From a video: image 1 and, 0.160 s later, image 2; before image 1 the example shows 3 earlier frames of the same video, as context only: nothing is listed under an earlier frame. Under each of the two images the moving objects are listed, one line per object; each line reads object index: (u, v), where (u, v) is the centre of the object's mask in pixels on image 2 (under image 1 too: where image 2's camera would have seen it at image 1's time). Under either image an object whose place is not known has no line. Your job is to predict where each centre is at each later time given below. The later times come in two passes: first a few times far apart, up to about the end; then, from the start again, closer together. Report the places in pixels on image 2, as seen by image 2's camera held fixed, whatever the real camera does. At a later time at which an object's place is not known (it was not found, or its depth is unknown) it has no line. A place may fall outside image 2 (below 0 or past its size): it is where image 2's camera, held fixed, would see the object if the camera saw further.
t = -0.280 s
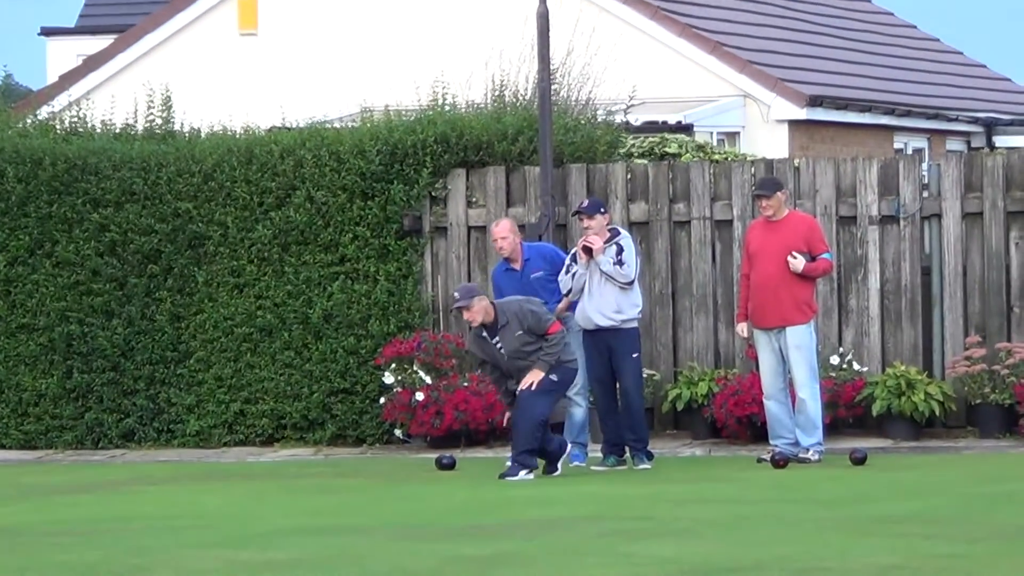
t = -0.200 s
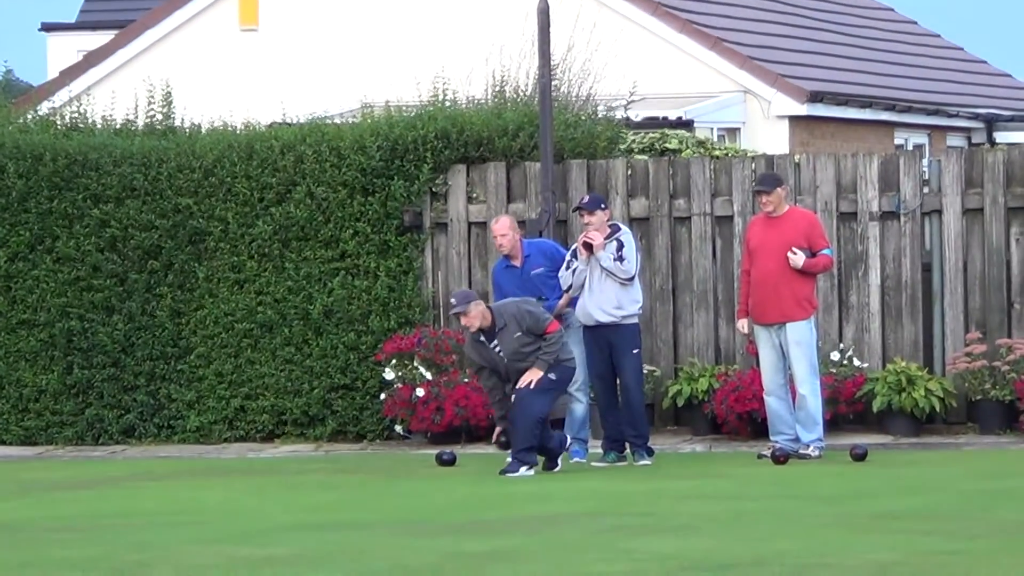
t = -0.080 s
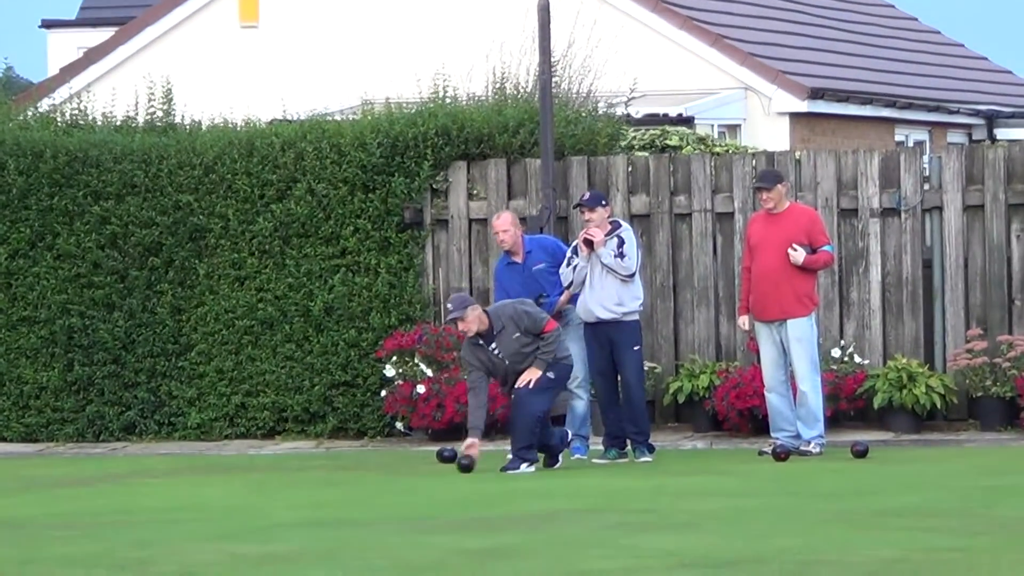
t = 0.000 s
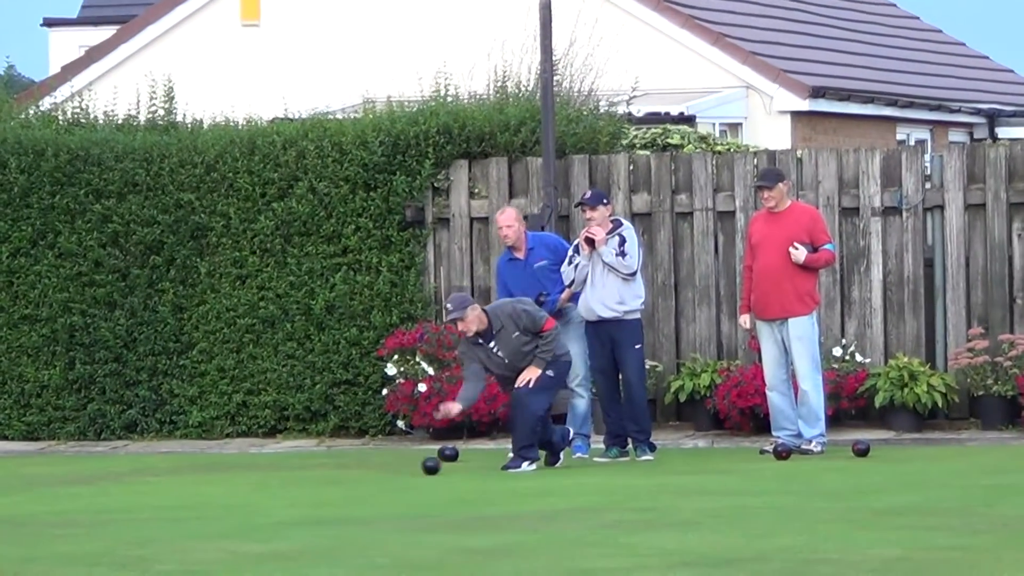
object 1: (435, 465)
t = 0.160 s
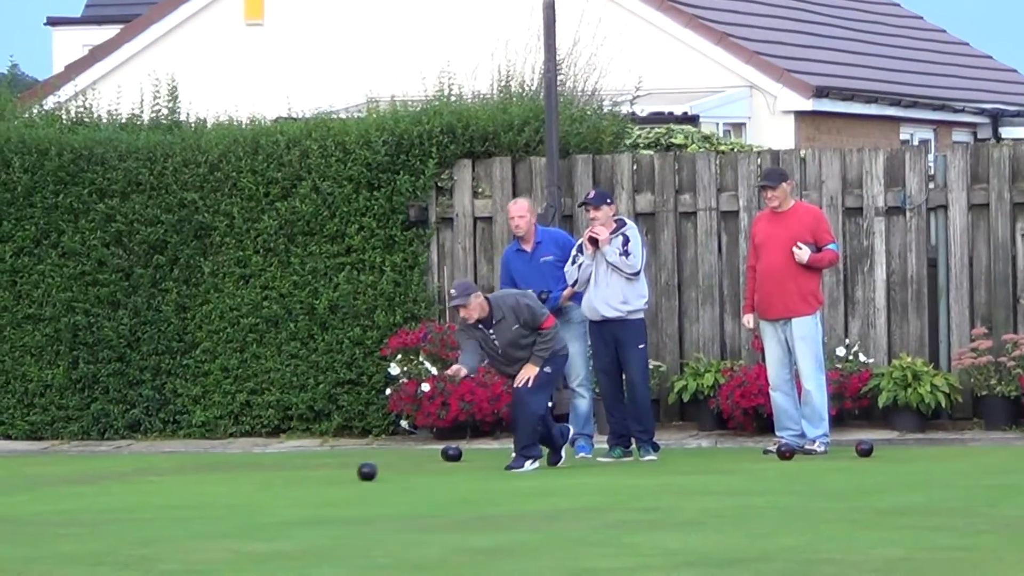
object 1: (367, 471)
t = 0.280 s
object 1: (320, 474)
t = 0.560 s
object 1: (209, 484)
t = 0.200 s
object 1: (351, 472)
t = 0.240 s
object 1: (336, 474)
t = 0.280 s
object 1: (320, 474)
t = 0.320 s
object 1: (305, 476)
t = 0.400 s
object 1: (273, 481)
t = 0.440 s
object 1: (257, 481)
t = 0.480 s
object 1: (241, 483)
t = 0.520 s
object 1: (225, 484)
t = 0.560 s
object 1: (209, 484)
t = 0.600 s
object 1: (193, 485)
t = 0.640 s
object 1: (176, 487)
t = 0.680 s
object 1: (160, 488)
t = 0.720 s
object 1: (143, 490)
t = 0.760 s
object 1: (126, 491)
